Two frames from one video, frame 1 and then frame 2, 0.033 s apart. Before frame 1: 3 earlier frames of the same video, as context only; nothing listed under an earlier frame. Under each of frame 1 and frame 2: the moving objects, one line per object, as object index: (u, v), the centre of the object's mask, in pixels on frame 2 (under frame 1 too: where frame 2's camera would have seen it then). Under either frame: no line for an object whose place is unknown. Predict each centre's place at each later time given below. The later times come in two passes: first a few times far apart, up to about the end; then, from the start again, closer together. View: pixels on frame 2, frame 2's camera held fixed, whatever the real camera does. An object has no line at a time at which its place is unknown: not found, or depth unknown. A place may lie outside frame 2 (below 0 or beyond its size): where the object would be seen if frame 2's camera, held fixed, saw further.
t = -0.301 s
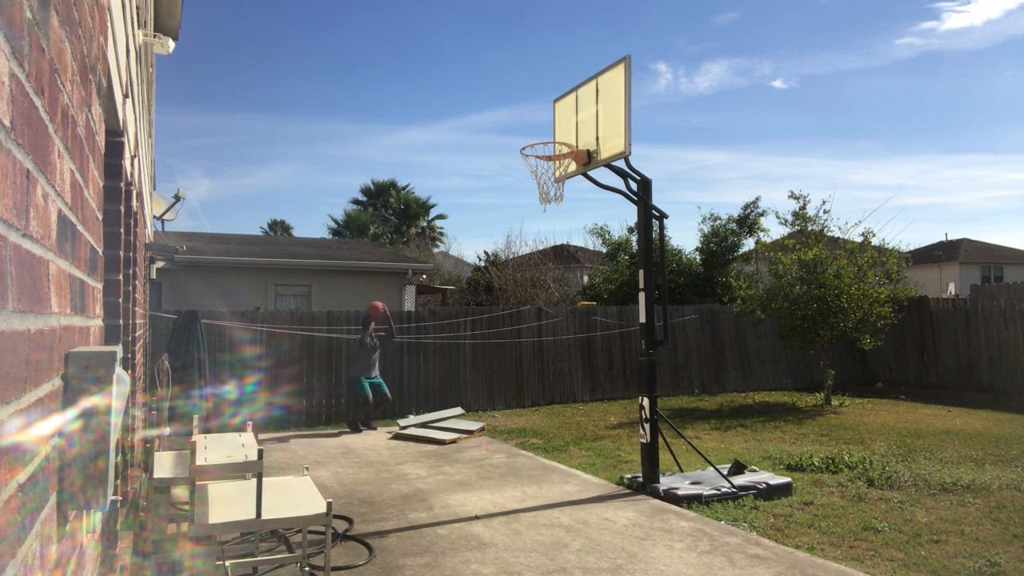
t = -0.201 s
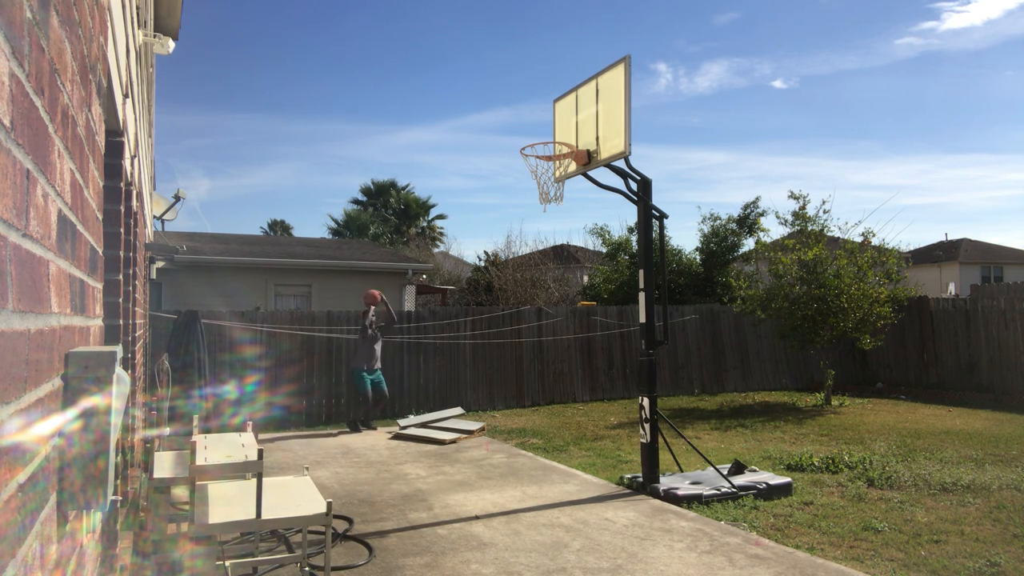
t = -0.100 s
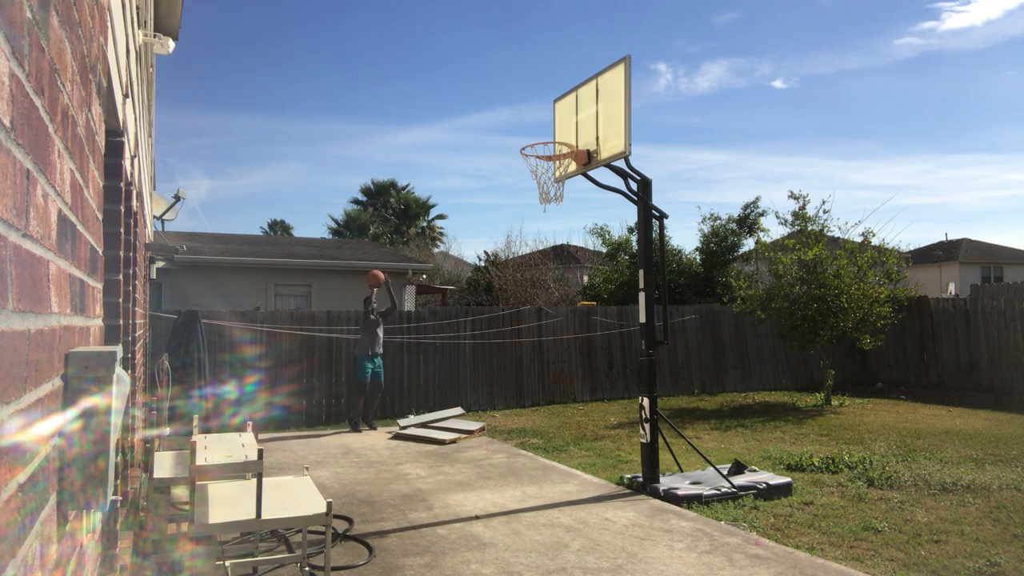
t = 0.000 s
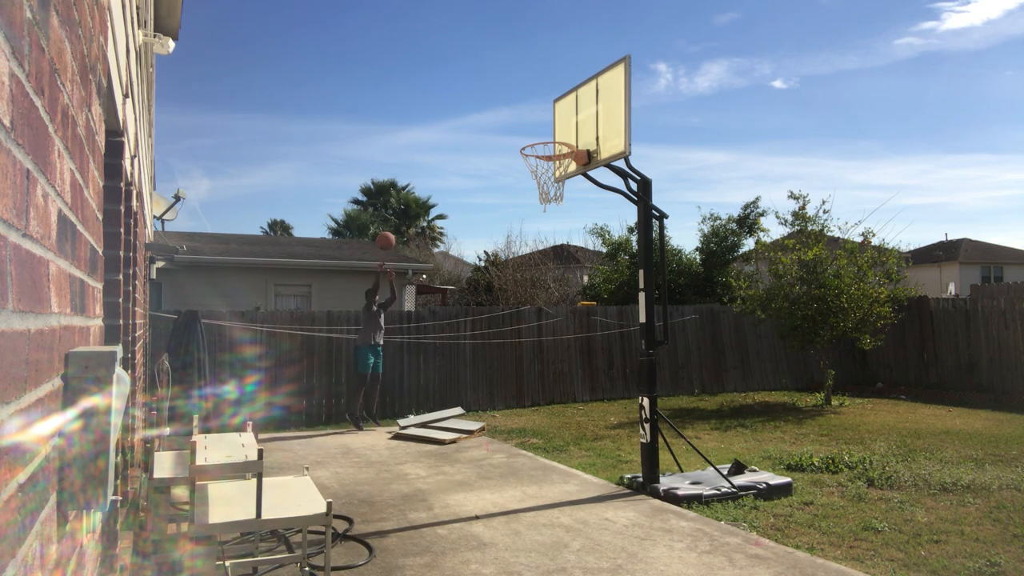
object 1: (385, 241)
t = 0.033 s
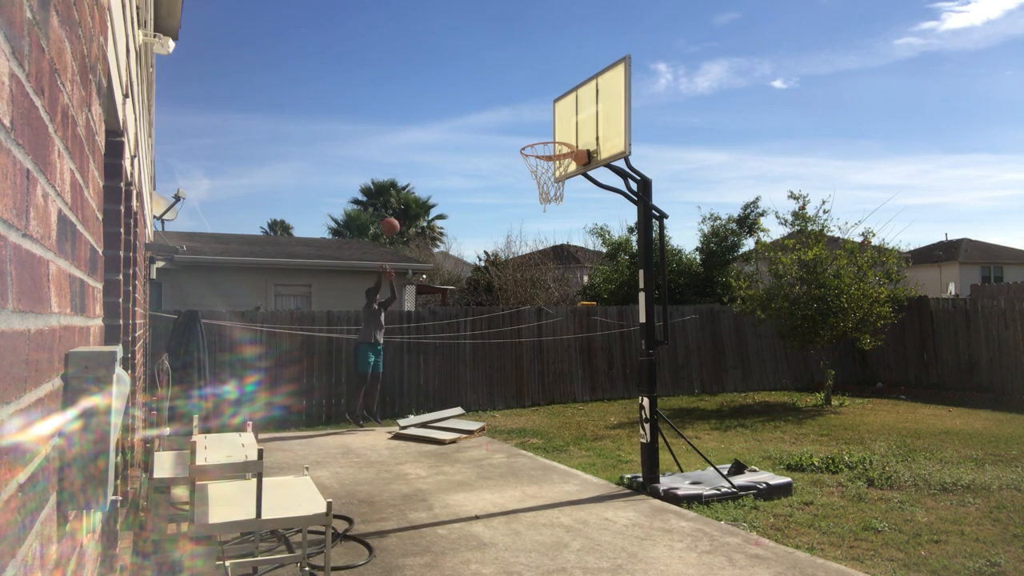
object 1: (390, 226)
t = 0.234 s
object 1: (418, 159)
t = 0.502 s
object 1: (465, 108)
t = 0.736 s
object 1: (513, 113)
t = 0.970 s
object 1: (556, 127)
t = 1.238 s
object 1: (585, 132)
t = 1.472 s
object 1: (596, 188)
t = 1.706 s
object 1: (597, 300)
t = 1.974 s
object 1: (600, 516)
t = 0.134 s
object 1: (403, 190)
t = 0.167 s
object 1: (409, 179)
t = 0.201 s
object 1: (413, 169)
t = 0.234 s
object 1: (418, 159)
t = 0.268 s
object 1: (424, 150)
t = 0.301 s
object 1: (429, 141)
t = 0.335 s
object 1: (435, 133)
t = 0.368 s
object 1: (440, 127)
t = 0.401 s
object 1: (446, 121)
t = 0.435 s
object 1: (452, 115)
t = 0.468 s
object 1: (458, 111)
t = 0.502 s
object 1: (465, 108)
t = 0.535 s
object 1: (471, 105)
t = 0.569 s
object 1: (478, 104)
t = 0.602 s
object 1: (484, 103)
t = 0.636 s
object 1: (491, 104)
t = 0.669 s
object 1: (499, 106)
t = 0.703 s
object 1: (506, 109)
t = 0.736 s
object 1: (513, 113)
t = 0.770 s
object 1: (521, 119)
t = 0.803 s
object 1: (529, 125)
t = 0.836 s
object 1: (537, 133)
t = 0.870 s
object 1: (546, 143)
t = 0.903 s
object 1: (549, 138)
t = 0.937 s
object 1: (553, 131)
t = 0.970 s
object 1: (556, 127)
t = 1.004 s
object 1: (560, 123)
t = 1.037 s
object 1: (563, 120)
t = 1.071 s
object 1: (567, 119)
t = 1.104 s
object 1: (571, 119)
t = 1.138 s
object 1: (574, 120)
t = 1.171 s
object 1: (578, 123)
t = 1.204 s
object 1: (582, 127)
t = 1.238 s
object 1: (585, 132)
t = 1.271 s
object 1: (589, 138)
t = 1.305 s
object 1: (593, 146)
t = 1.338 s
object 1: (596, 154)
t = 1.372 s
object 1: (596, 160)
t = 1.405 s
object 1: (596, 168)
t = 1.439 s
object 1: (596, 178)
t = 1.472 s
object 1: (596, 188)
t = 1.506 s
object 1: (596, 199)
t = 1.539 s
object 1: (596, 212)
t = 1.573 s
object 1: (596, 227)
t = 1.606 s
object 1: (596, 242)
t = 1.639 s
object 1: (597, 260)
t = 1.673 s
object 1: (597, 279)
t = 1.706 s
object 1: (597, 300)
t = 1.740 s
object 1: (597, 322)
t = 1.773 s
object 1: (597, 345)
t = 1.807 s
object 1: (598, 371)
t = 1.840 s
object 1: (598, 397)
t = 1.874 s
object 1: (598, 425)
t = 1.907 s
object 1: (599, 456)
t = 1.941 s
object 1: (599, 487)
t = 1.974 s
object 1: (600, 516)
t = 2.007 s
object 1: (601, 484)
